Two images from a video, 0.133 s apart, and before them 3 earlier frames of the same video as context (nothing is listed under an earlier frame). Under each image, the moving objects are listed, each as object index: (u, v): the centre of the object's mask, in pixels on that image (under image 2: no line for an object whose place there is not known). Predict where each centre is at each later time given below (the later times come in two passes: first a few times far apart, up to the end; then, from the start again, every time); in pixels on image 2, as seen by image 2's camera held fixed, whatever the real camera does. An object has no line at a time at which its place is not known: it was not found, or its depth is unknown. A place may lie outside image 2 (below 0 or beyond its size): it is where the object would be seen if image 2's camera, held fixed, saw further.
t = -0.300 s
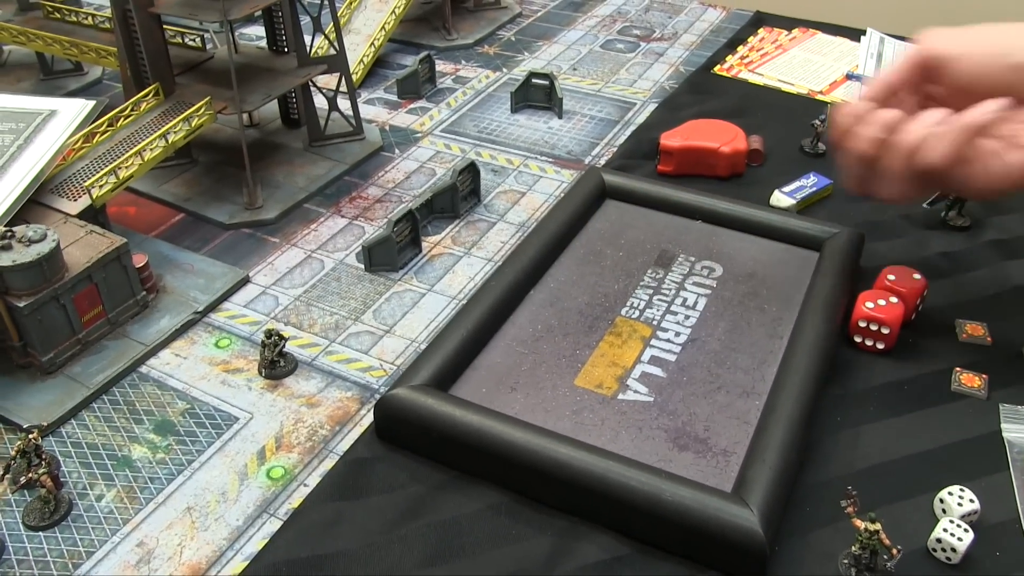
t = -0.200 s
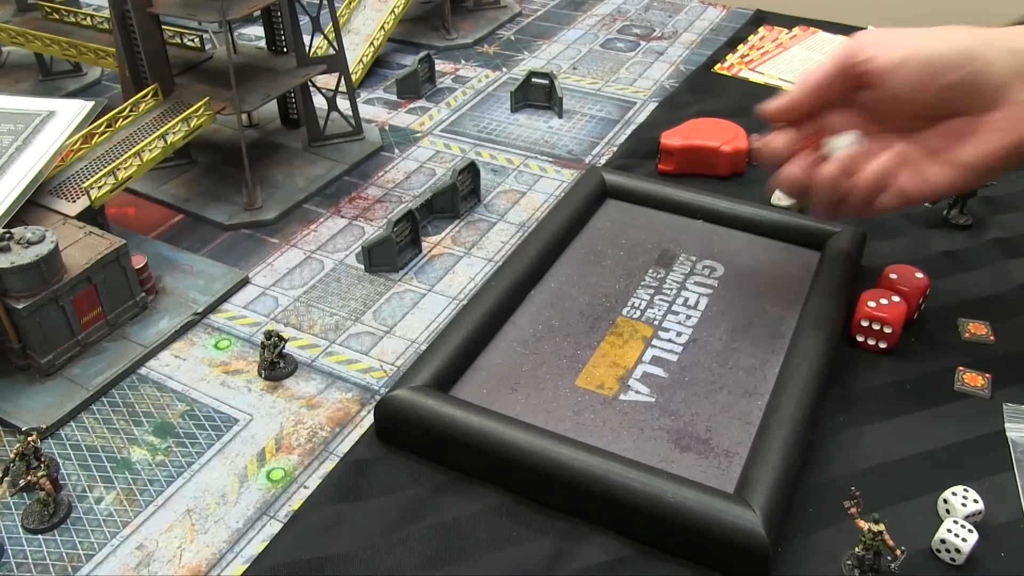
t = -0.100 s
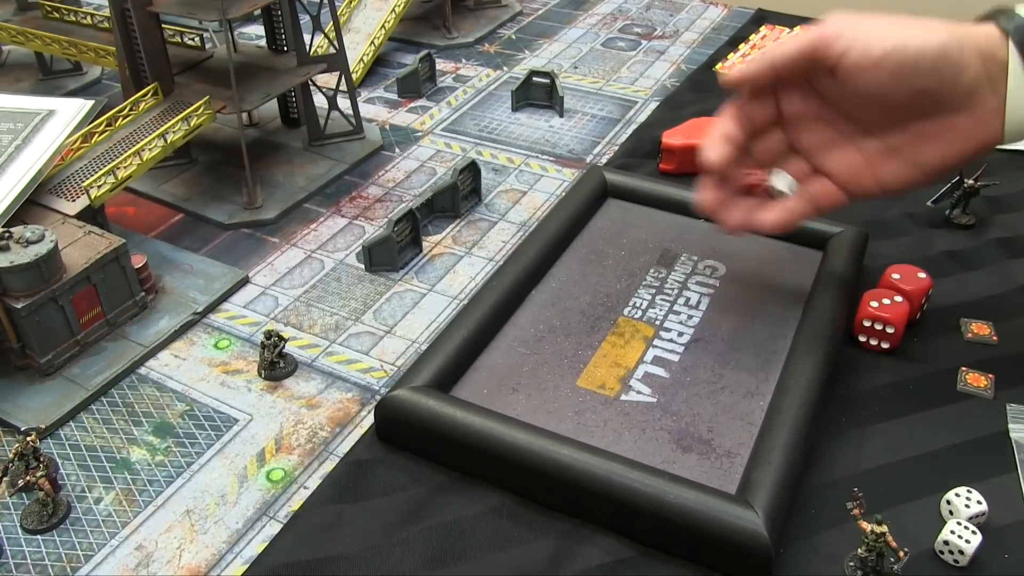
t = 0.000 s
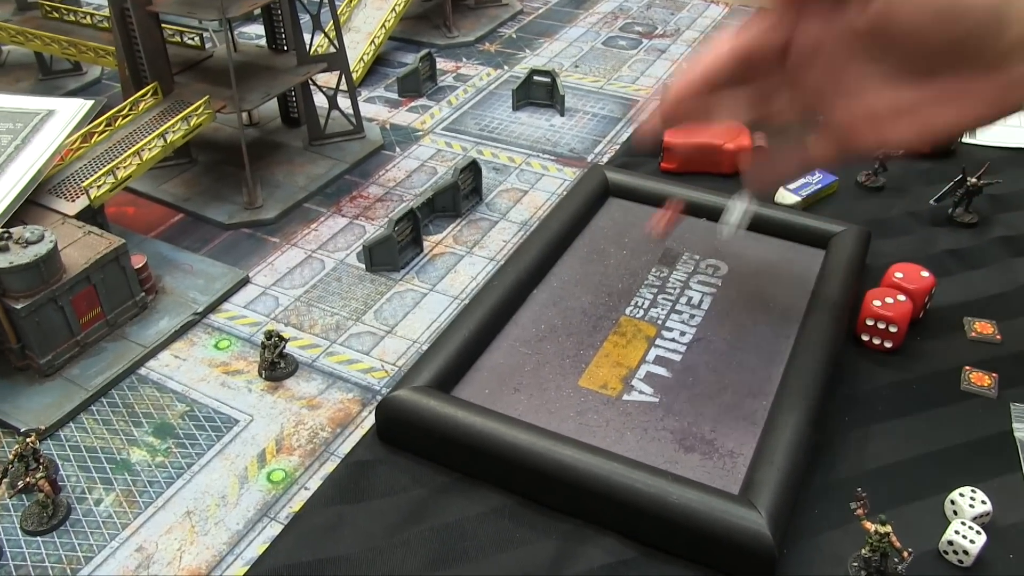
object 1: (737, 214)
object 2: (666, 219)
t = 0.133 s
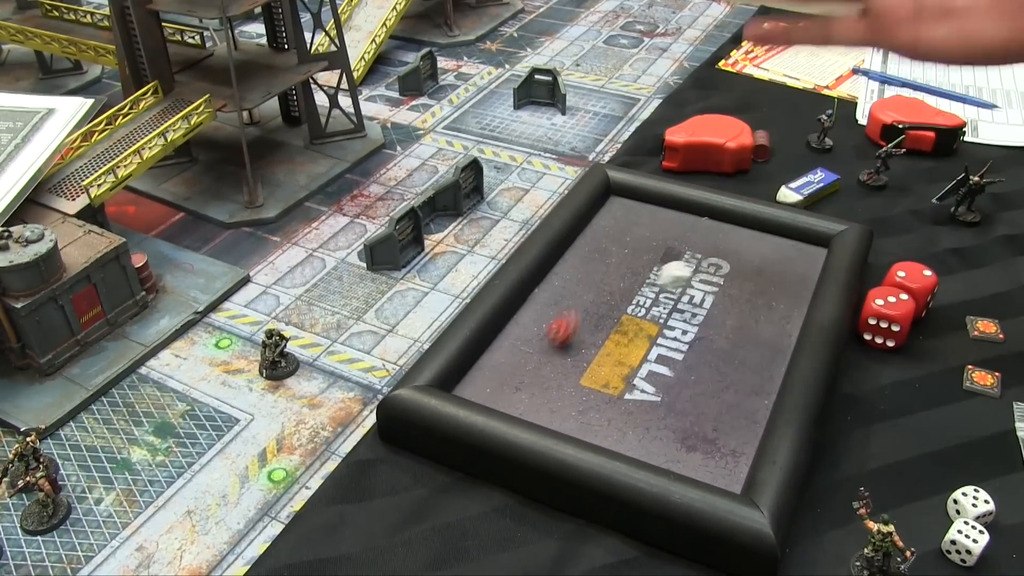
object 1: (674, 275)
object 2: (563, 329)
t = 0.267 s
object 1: (617, 289)
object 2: (485, 385)
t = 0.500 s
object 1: (579, 285)
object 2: (489, 385)
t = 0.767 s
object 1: (579, 286)
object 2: (530, 399)
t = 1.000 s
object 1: (580, 284)
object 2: (531, 397)
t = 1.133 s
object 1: (581, 285)
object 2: (532, 398)
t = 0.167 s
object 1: (656, 289)
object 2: (545, 340)
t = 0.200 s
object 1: (642, 289)
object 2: (524, 359)
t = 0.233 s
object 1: (628, 288)
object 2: (505, 374)
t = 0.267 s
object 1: (617, 289)
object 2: (485, 385)
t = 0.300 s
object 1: (603, 288)
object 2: (480, 368)
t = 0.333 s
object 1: (593, 285)
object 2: (478, 368)
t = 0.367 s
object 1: (585, 285)
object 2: (475, 373)
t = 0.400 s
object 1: (581, 285)
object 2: (468, 368)
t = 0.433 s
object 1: (579, 285)
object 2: (471, 375)
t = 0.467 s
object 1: (579, 285)
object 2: (478, 380)
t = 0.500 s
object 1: (579, 285)
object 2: (489, 385)
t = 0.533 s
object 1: (579, 285)
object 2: (498, 389)
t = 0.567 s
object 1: (579, 285)
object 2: (507, 393)
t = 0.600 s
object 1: (579, 286)
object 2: (513, 396)
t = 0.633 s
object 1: (579, 286)
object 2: (521, 398)
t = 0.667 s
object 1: (580, 286)
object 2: (528, 399)
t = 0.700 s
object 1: (580, 286)
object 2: (530, 399)
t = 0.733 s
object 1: (579, 286)
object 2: (530, 399)
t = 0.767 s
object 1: (579, 286)
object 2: (530, 399)
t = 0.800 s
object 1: (579, 285)
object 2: (530, 398)
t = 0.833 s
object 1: (579, 285)
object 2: (529, 398)
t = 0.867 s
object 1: (579, 284)
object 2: (529, 398)
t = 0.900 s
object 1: (579, 284)
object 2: (529, 397)
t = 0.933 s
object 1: (579, 284)
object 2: (530, 397)
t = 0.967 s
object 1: (580, 284)
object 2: (530, 397)
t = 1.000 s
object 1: (580, 284)
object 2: (531, 397)
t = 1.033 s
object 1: (580, 284)
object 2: (531, 397)
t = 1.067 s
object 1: (581, 284)
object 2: (531, 397)
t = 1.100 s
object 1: (581, 285)
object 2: (532, 398)
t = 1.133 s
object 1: (581, 285)
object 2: (532, 398)
